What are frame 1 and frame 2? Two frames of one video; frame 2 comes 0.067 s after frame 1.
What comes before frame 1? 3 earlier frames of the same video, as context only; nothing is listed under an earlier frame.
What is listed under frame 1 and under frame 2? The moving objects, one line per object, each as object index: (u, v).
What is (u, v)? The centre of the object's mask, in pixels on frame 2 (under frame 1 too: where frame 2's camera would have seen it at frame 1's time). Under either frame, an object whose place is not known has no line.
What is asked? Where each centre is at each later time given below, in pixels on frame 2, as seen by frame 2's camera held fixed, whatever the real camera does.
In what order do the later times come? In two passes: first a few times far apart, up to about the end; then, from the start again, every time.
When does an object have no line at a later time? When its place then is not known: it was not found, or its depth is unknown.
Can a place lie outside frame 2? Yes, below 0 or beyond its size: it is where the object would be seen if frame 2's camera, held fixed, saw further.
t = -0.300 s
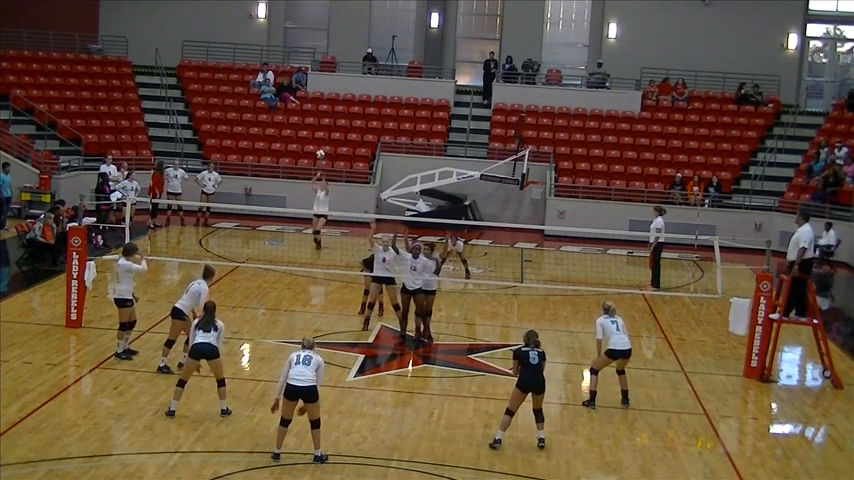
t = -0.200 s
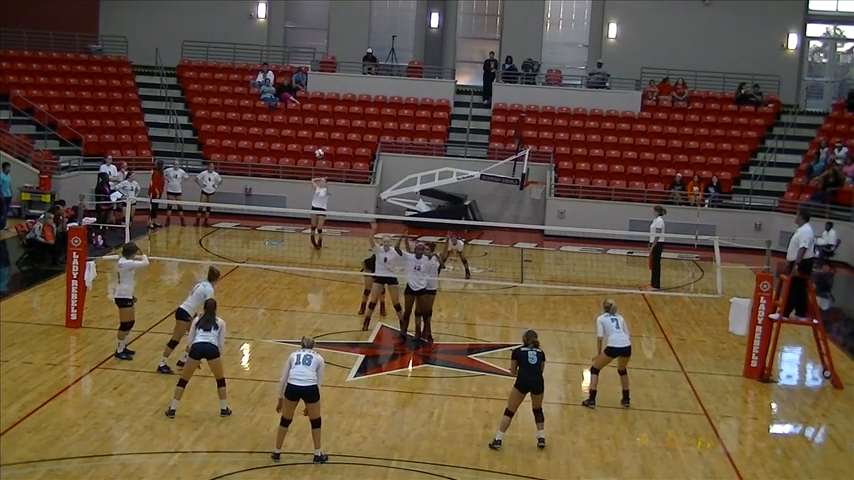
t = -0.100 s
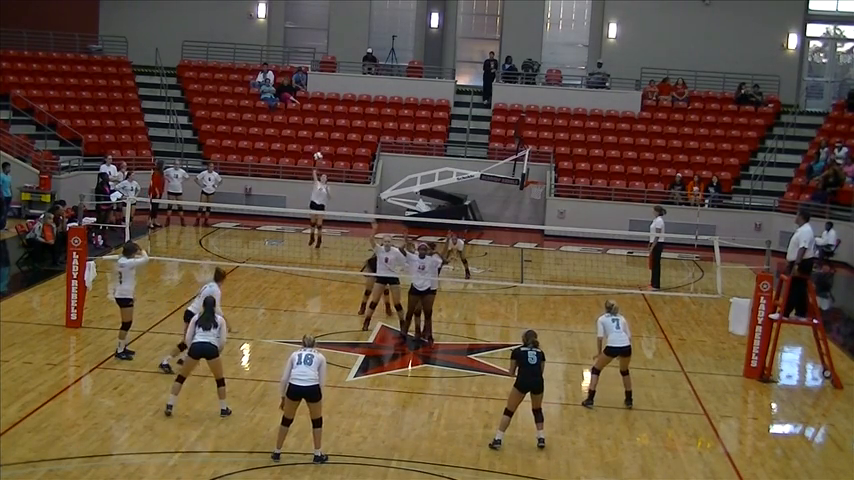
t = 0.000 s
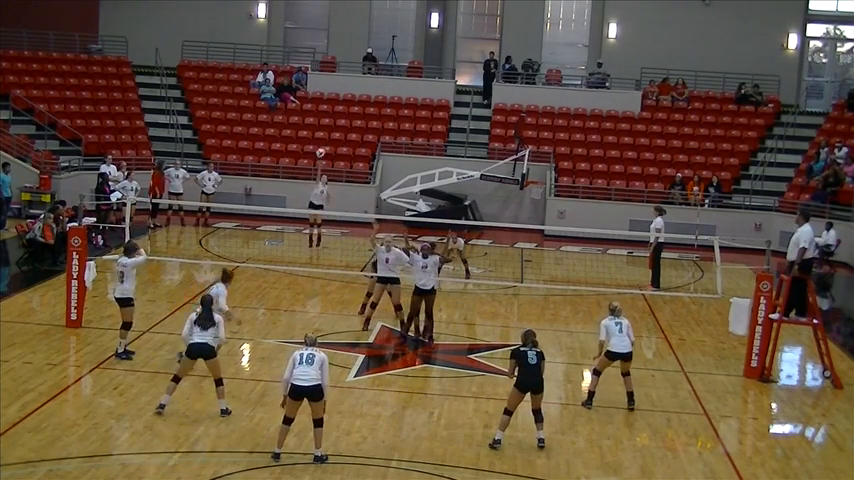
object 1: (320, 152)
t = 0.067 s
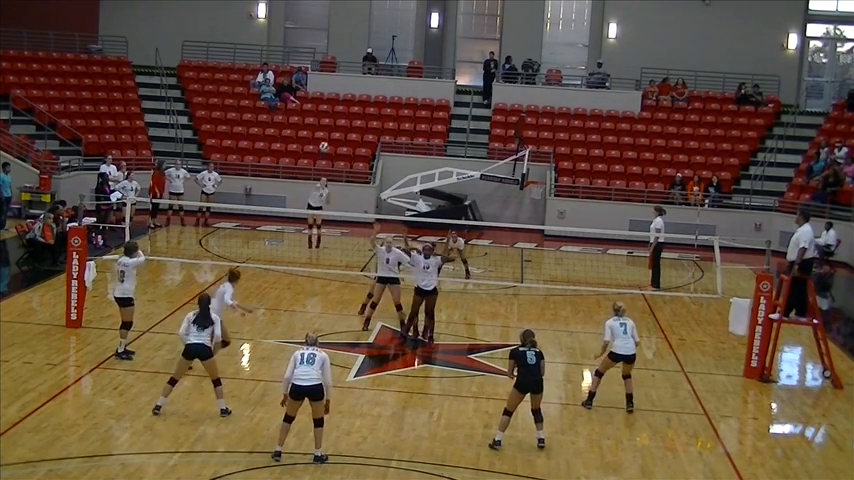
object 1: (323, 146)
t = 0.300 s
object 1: (334, 133)
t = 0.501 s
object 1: (342, 138)
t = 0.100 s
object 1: (325, 143)
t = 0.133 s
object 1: (326, 141)
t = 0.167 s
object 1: (328, 138)
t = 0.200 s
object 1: (329, 137)
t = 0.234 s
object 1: (330, 135)
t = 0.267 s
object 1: (332, 133)
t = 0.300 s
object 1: (334, 133)
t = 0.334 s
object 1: (335, 132)
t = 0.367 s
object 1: (336, 133)
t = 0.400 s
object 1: (338, 133)
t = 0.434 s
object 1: (339, 134)
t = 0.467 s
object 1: (341, 136)
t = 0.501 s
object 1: (342, 138)
